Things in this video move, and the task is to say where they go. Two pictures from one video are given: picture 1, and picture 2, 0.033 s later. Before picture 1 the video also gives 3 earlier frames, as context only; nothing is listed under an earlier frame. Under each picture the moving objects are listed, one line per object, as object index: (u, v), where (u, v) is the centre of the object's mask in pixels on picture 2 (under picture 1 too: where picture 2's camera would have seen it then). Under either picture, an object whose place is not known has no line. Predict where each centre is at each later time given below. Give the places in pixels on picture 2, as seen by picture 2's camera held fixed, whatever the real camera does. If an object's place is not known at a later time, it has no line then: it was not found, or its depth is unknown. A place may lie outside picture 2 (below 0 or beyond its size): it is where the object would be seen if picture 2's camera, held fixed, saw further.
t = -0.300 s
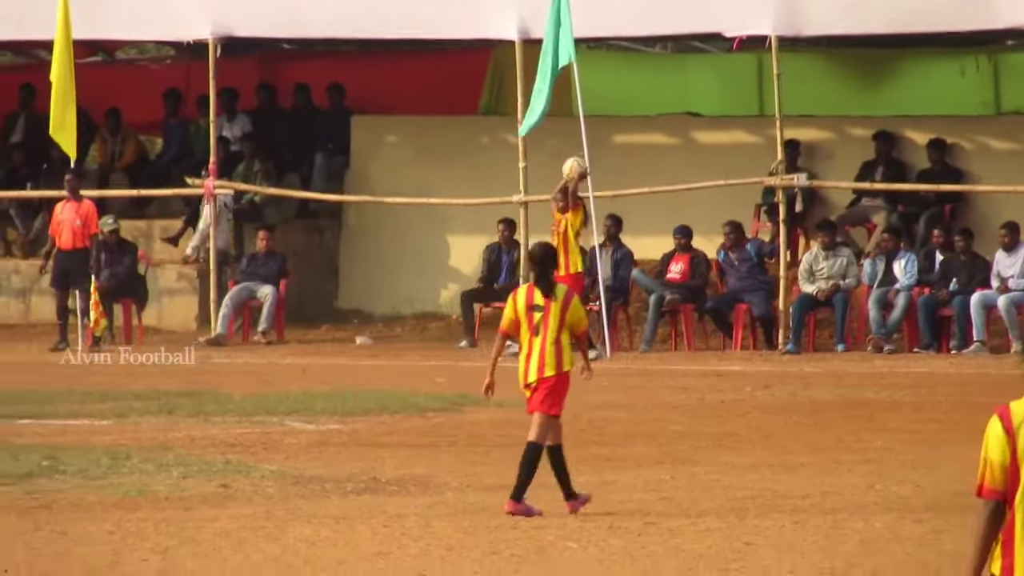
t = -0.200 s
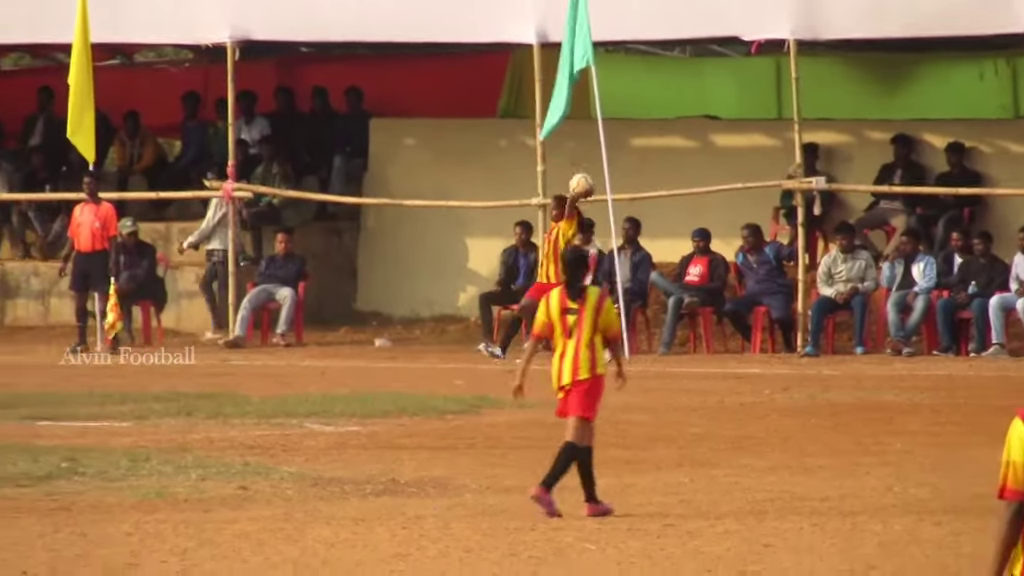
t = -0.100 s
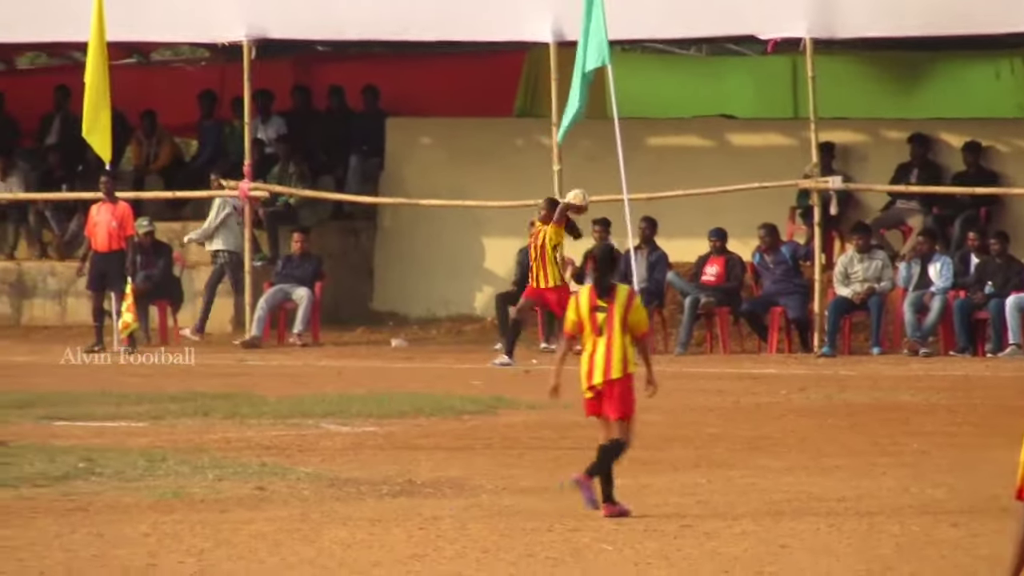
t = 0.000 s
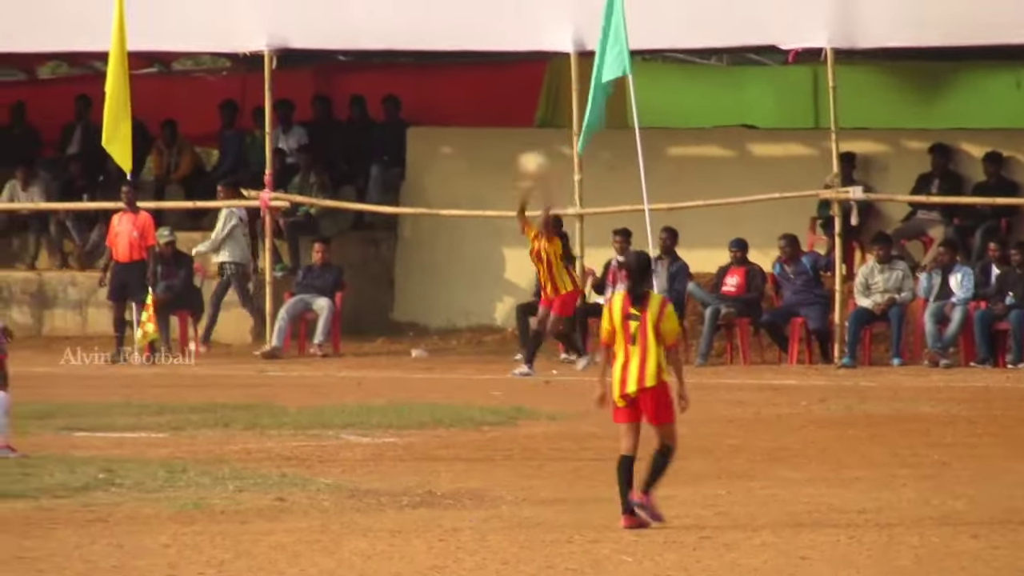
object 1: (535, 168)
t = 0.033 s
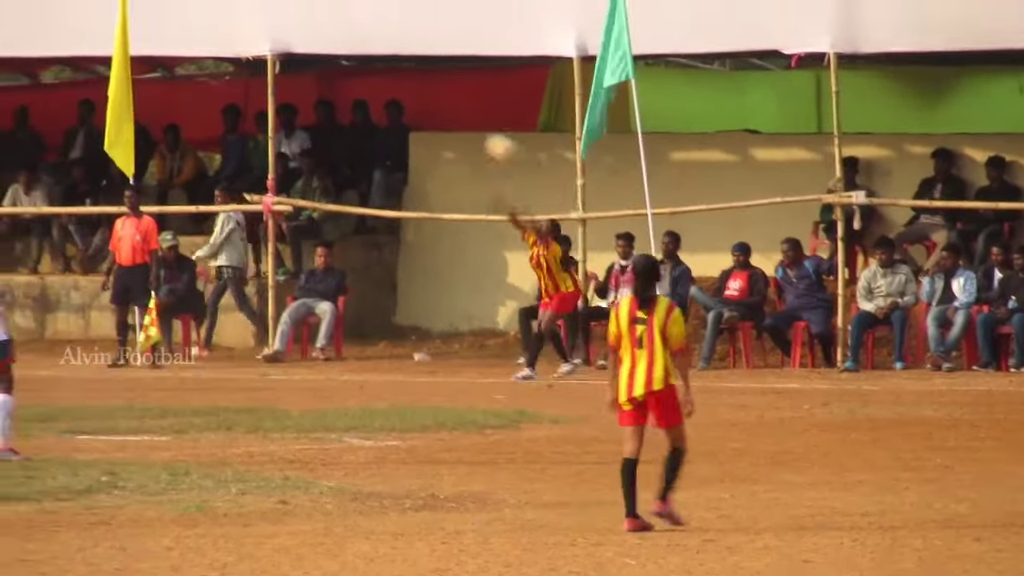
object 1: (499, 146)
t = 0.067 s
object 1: (466, 127)
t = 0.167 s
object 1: (361, 75)
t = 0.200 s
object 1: (327, 61)
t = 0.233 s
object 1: (290, 46)
